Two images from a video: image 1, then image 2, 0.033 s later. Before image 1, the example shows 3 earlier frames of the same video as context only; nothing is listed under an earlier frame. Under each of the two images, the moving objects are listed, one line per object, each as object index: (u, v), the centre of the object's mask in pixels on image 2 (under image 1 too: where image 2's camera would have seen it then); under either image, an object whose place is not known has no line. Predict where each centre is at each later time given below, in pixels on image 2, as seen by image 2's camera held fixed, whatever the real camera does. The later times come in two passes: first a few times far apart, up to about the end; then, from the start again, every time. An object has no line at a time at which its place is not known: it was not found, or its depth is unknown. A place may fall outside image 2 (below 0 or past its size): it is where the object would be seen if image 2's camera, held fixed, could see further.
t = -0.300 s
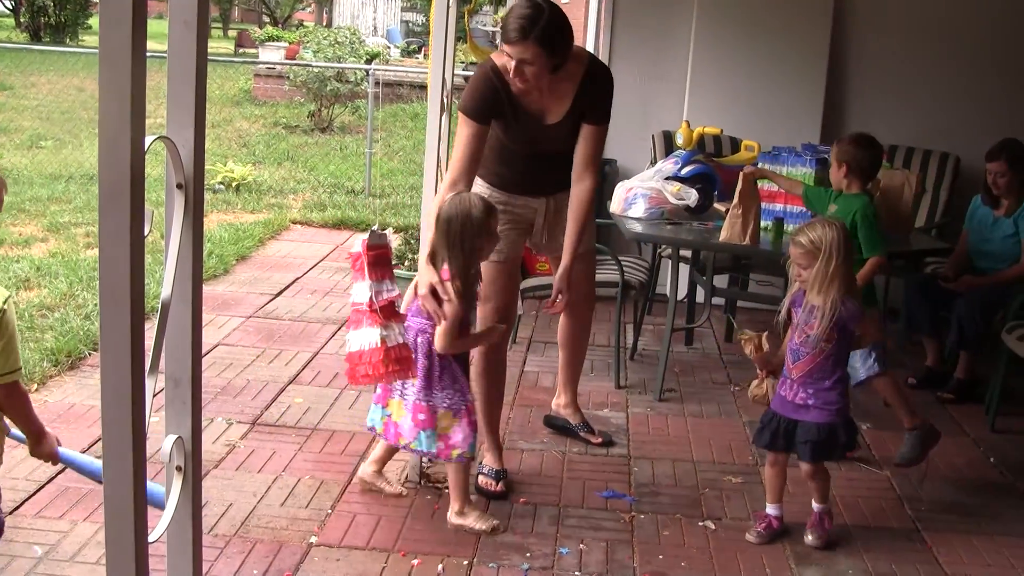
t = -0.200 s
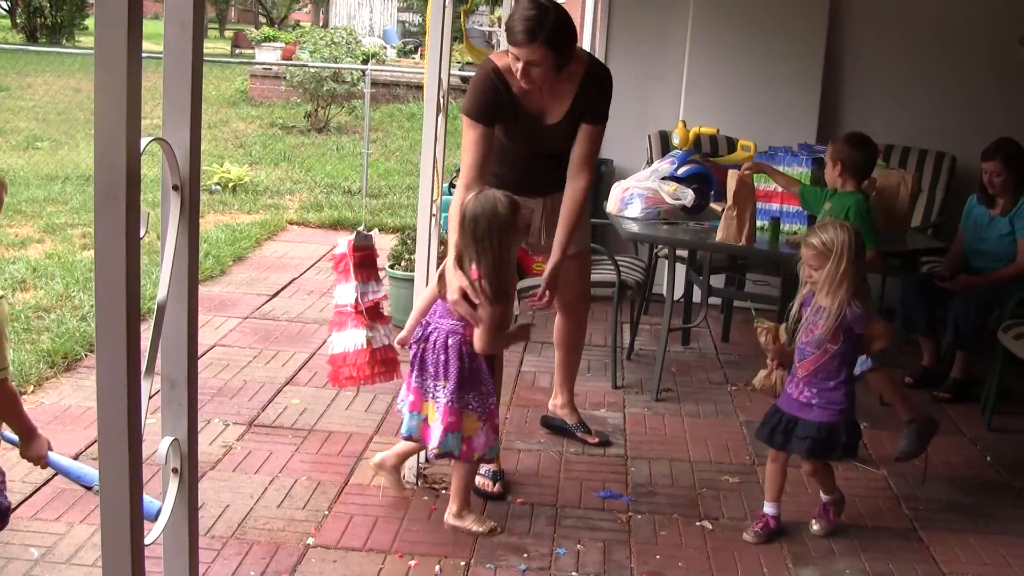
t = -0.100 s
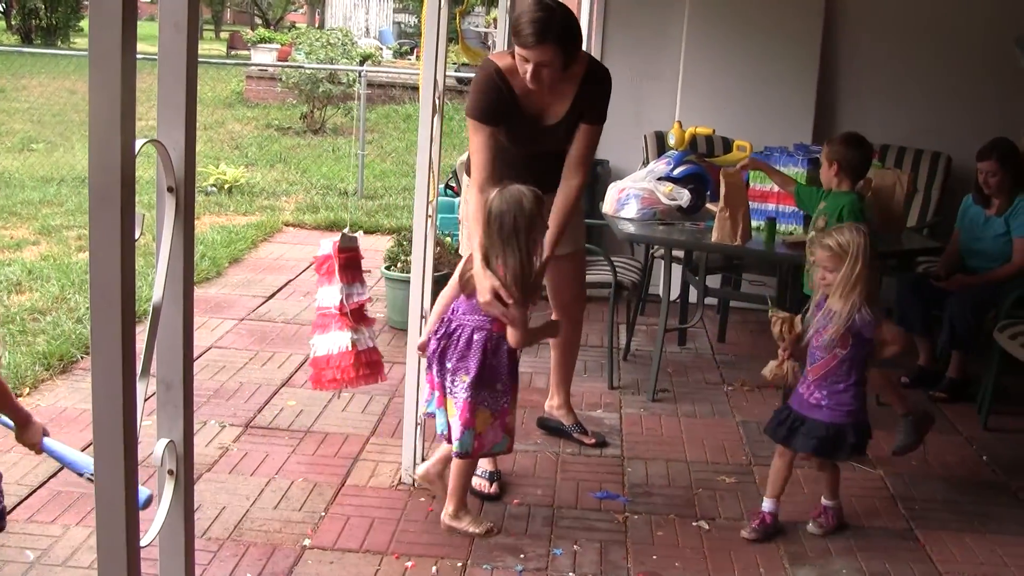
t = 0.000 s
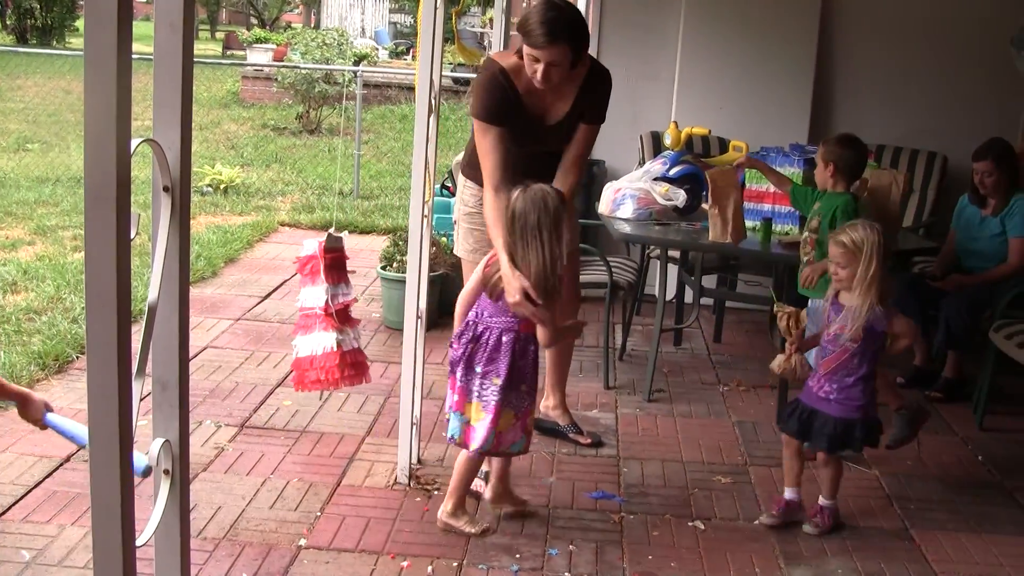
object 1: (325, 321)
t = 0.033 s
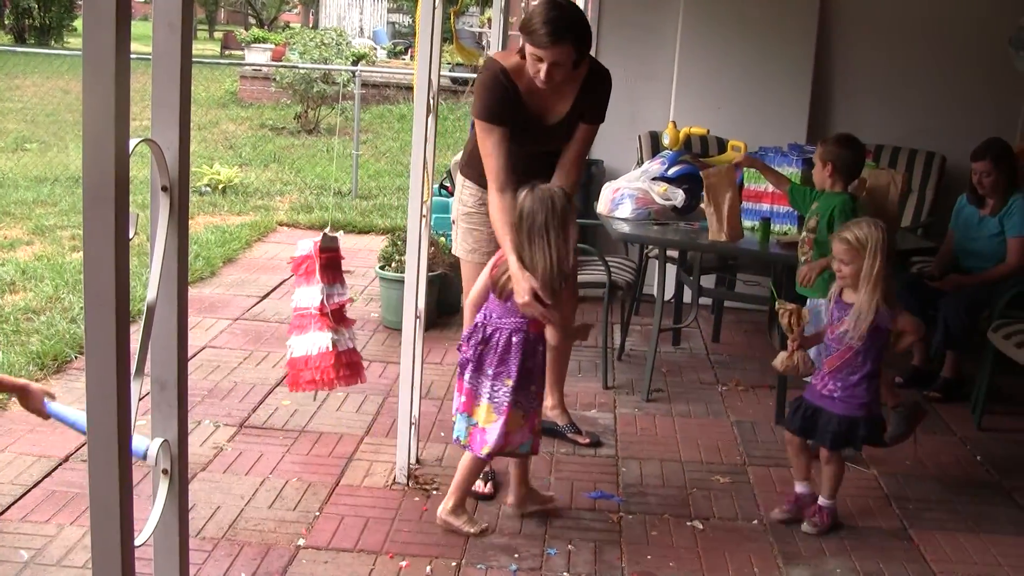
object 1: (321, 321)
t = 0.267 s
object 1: (302, 322)
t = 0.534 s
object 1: (299, 323)
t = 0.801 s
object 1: (318, 323)
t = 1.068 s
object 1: (351, 321)
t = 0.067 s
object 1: (318, 321)
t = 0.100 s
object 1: (315, 321)
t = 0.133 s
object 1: (311, 322)
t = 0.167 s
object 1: (309, 322)
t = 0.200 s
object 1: (306, 322)
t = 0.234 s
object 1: (304, 322)
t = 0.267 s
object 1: (302, 322)
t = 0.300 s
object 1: (300, 323)
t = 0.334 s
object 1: (299, 322)
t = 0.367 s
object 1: (298, 323)
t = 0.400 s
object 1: (297, 323)
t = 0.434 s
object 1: (297, 323)
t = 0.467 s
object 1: (297, 323)
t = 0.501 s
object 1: (298, 323)
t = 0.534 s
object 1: (299, 323)
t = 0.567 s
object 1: (300, 323)
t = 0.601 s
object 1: (302, 323)
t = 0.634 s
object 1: (304, 323)
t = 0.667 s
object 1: (306, 323)
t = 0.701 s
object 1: (308, 323)
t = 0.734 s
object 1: (311, 324)
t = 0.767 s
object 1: (315, 324)
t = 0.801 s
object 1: (318, 323)
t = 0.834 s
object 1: (321, 323)
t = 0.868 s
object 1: (325, 323)
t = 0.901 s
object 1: (329, 322)
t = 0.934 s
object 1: (333, 322)
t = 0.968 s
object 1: (337, 322)
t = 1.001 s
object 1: (341, 322)
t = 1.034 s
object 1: (345, 321)
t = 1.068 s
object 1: (351, 321)
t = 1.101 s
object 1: (356, 321)
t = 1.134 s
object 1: (360, 321)
